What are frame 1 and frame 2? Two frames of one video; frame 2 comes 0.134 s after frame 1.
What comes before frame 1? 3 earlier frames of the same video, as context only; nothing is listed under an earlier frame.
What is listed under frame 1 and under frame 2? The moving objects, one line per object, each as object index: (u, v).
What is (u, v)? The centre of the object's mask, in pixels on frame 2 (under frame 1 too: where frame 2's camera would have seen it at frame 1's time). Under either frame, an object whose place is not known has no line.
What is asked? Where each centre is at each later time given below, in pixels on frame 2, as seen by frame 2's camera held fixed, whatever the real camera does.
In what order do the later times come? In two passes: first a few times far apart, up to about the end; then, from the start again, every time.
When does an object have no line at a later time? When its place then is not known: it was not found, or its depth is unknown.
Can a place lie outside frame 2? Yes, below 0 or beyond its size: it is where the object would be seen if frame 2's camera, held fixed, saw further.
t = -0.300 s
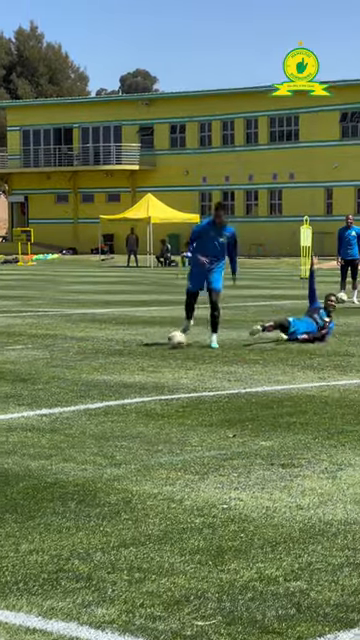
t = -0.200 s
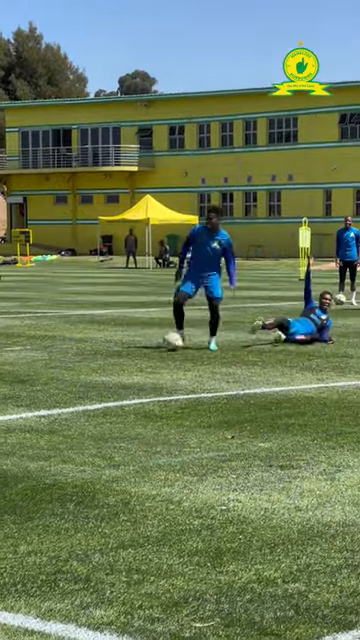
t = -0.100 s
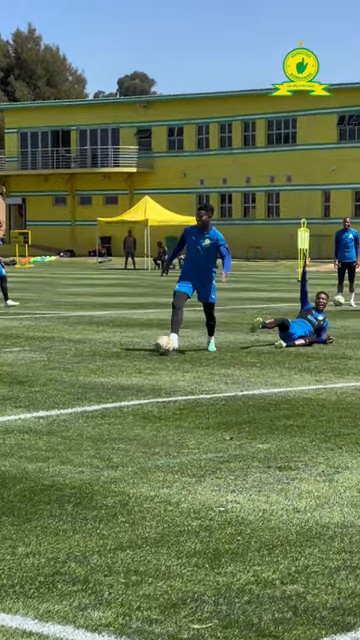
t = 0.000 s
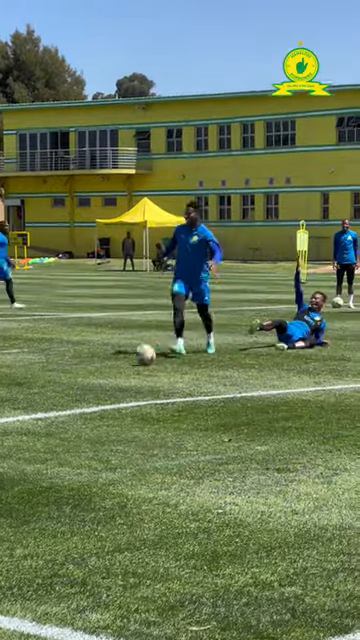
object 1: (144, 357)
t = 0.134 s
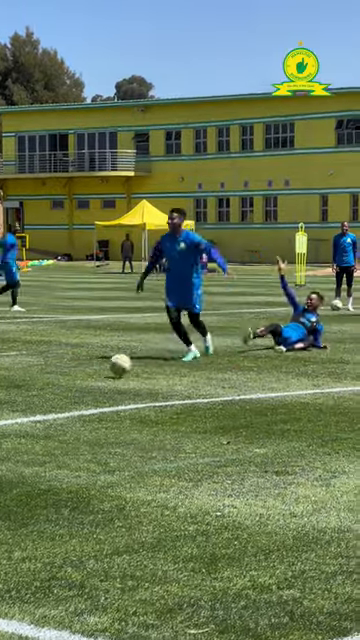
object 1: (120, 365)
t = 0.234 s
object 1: (102, 373)
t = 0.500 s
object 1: (59, 387)
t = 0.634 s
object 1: (39, 400)
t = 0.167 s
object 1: (115, 368)
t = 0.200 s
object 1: (108, 372)
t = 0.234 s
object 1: (102, 373)
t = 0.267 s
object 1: (97, 374)
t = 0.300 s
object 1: (91, 375)
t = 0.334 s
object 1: (85, 378)
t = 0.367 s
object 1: (79, 381)
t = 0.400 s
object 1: (73, 384)
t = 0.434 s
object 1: (69, 384)
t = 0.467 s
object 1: (64, 385)
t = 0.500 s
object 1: (59, 387)
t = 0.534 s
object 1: (54, 391)
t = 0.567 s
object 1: (48, 395)
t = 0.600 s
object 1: (43, 399)
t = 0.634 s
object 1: (39, 400)
